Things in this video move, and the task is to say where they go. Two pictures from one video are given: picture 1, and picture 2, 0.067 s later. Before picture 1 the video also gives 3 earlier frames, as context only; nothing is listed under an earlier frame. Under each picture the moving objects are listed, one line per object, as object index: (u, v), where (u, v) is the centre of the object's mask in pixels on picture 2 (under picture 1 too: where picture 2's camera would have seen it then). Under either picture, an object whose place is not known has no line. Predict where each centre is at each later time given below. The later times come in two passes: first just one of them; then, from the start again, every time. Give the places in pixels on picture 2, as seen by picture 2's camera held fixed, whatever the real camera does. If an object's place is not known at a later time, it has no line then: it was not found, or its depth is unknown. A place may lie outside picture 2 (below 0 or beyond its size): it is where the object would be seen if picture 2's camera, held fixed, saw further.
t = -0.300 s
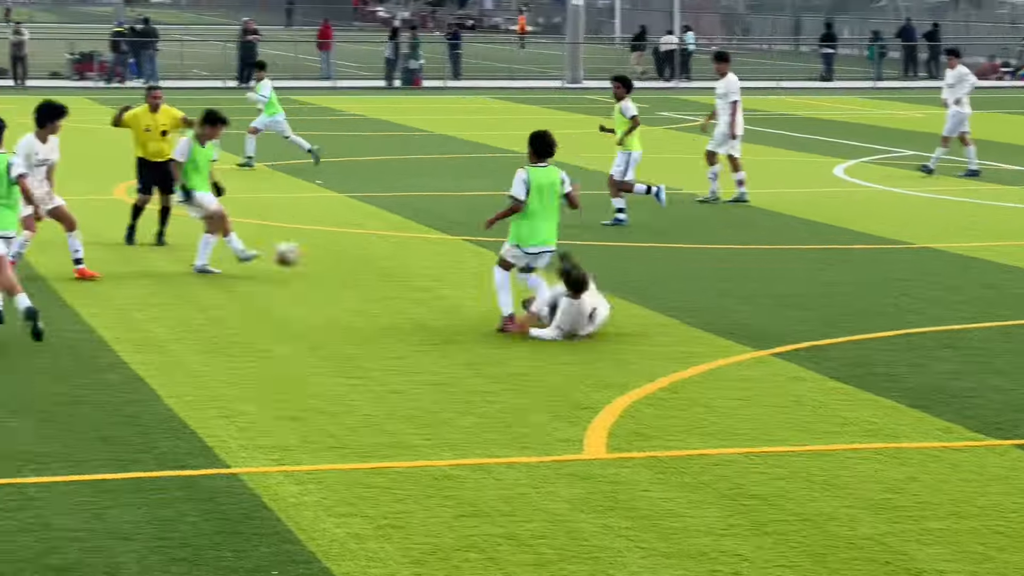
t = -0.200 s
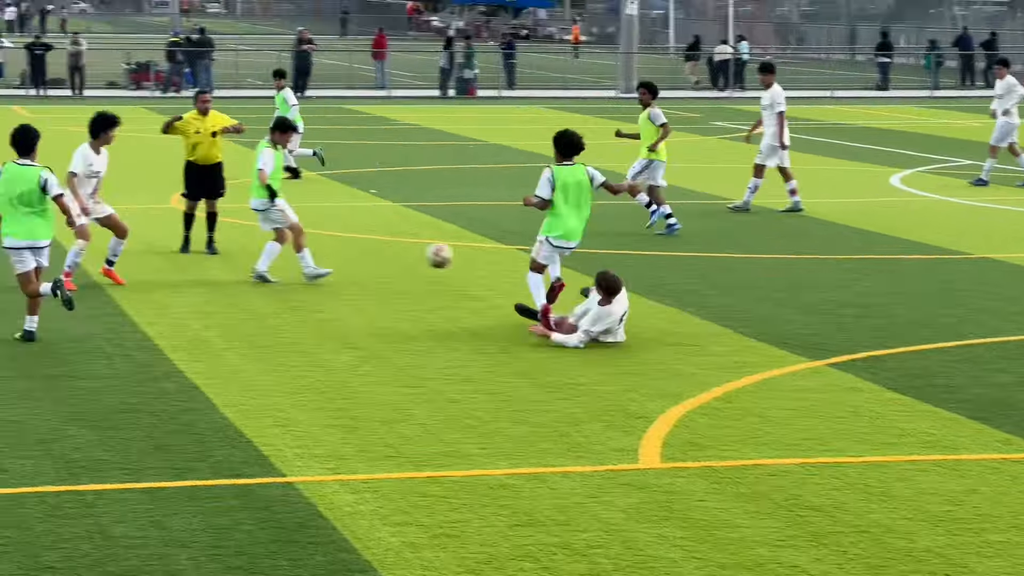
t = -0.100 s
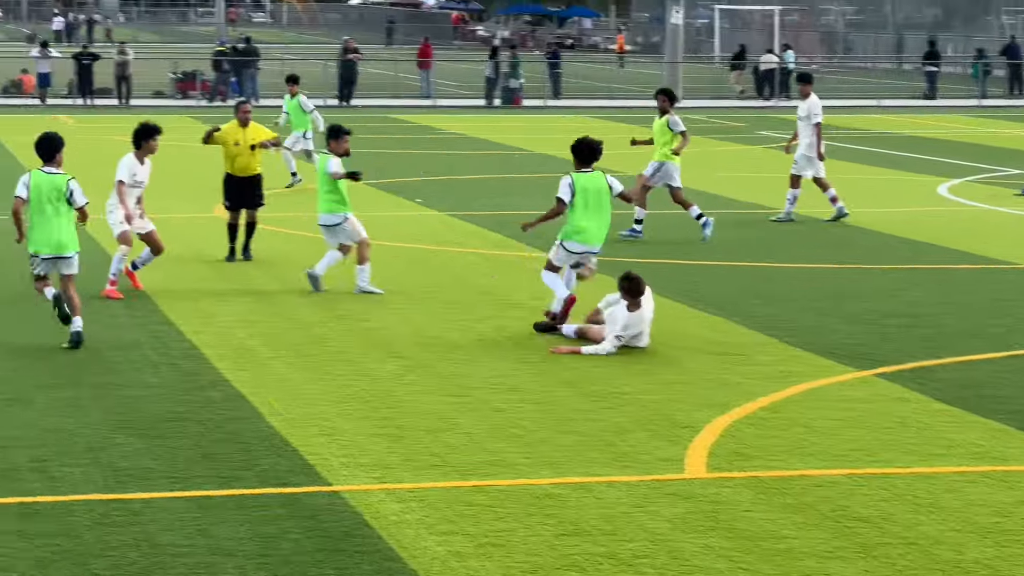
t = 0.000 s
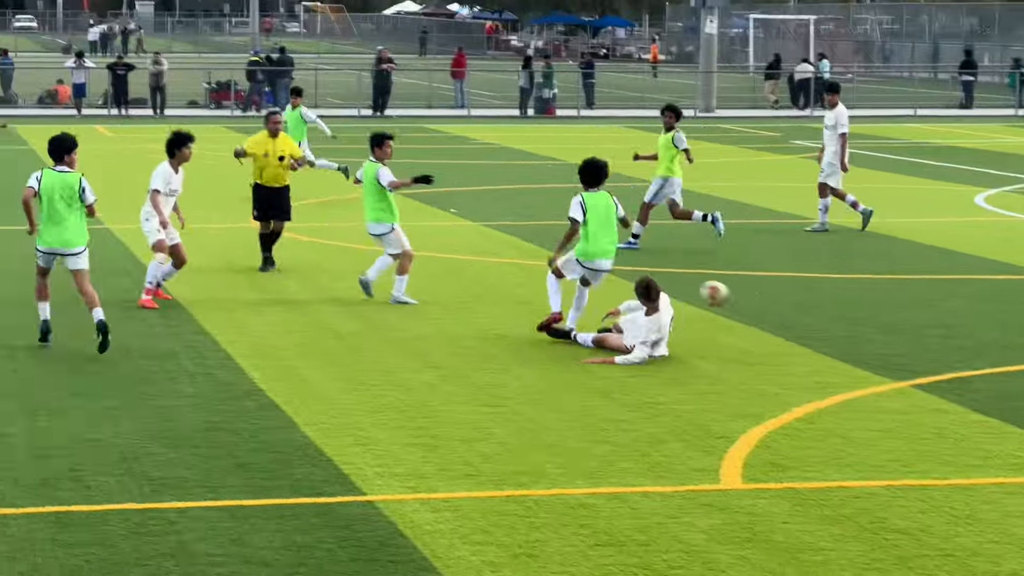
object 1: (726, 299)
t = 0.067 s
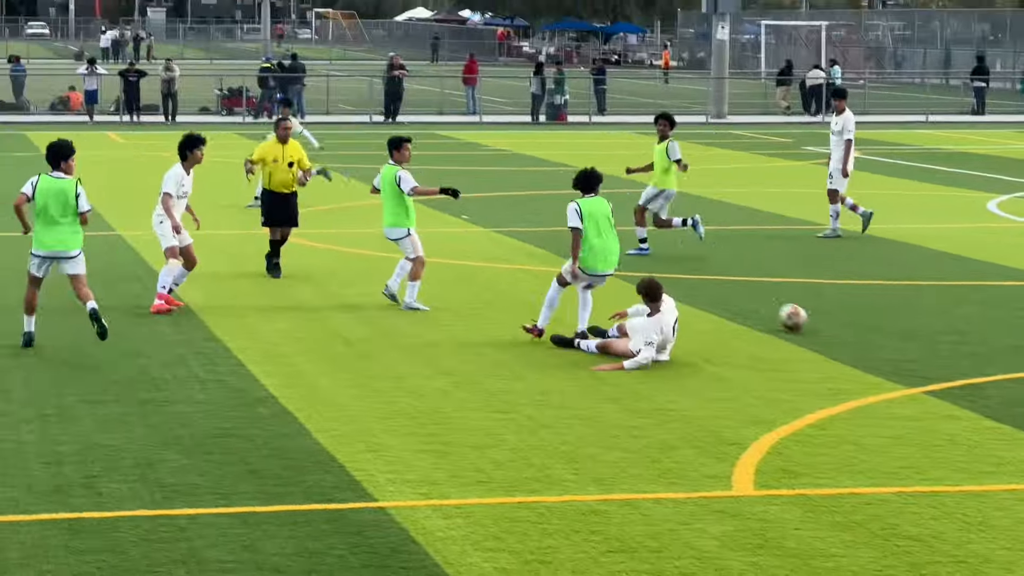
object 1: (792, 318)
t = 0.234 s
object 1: (929, 309)
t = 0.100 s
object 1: (822, 317)
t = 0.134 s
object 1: (849, 314)
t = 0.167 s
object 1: (876, 311)
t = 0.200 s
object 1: (902, 309)
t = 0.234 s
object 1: (929, 309)
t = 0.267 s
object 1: (956, 311)
